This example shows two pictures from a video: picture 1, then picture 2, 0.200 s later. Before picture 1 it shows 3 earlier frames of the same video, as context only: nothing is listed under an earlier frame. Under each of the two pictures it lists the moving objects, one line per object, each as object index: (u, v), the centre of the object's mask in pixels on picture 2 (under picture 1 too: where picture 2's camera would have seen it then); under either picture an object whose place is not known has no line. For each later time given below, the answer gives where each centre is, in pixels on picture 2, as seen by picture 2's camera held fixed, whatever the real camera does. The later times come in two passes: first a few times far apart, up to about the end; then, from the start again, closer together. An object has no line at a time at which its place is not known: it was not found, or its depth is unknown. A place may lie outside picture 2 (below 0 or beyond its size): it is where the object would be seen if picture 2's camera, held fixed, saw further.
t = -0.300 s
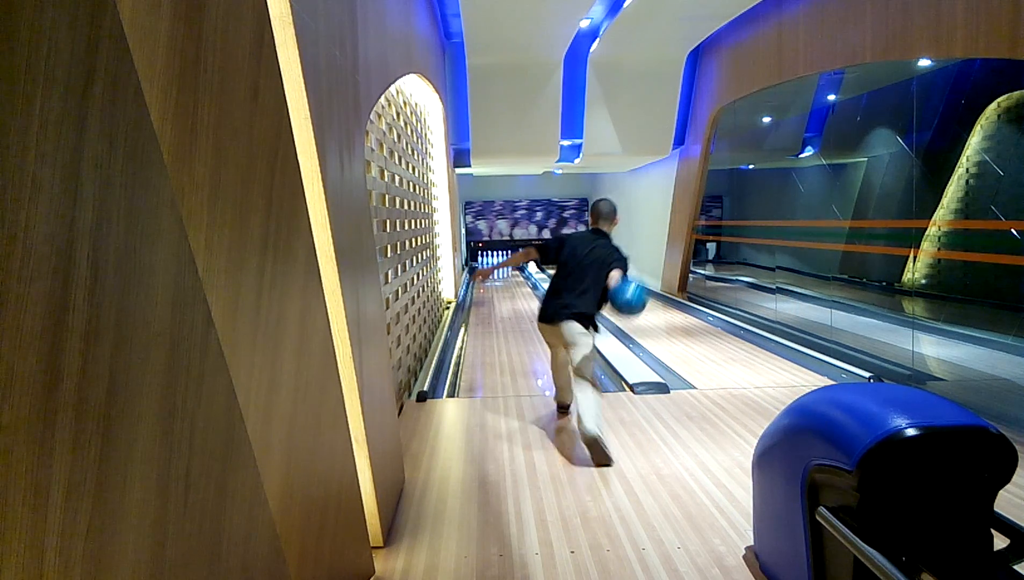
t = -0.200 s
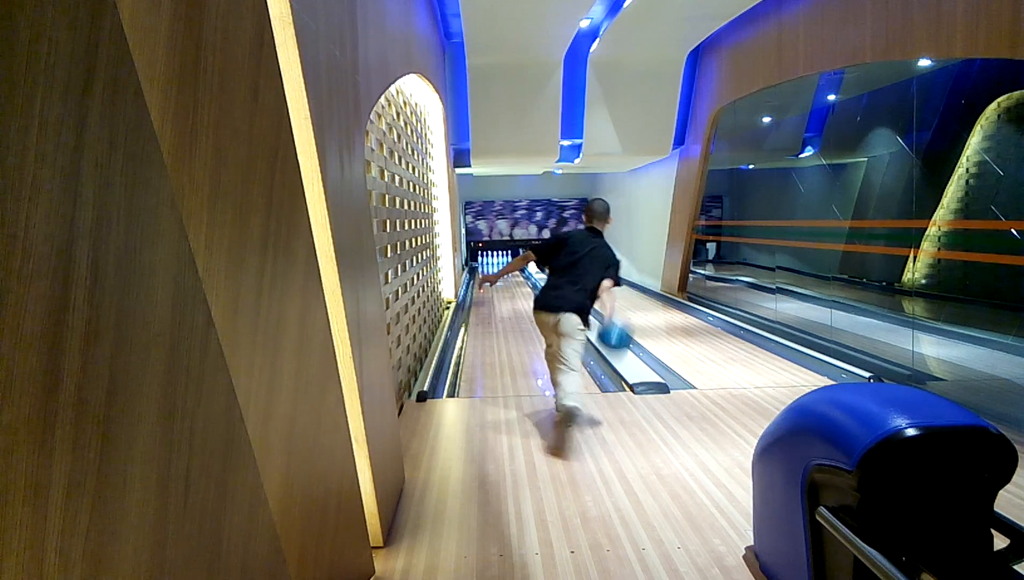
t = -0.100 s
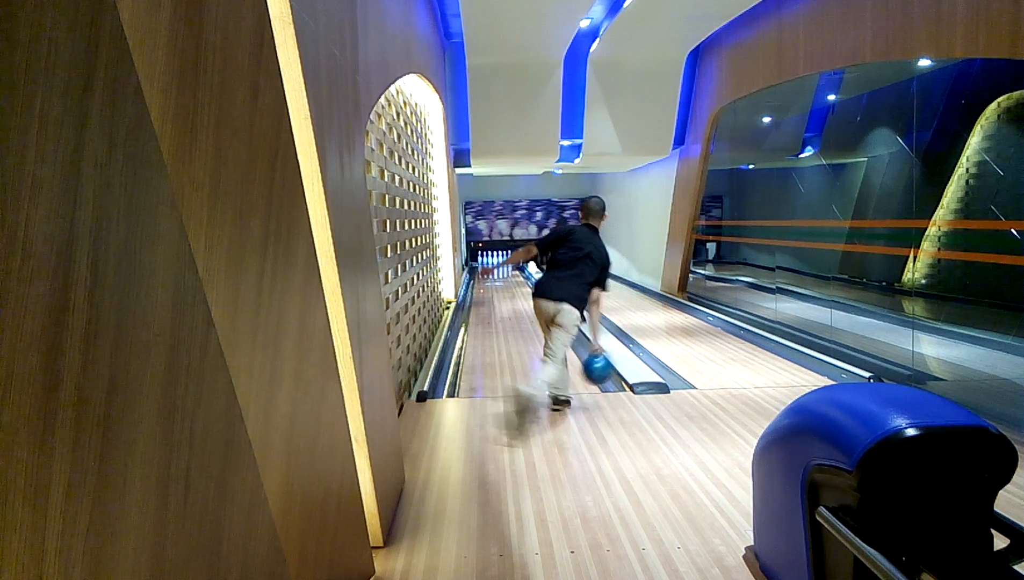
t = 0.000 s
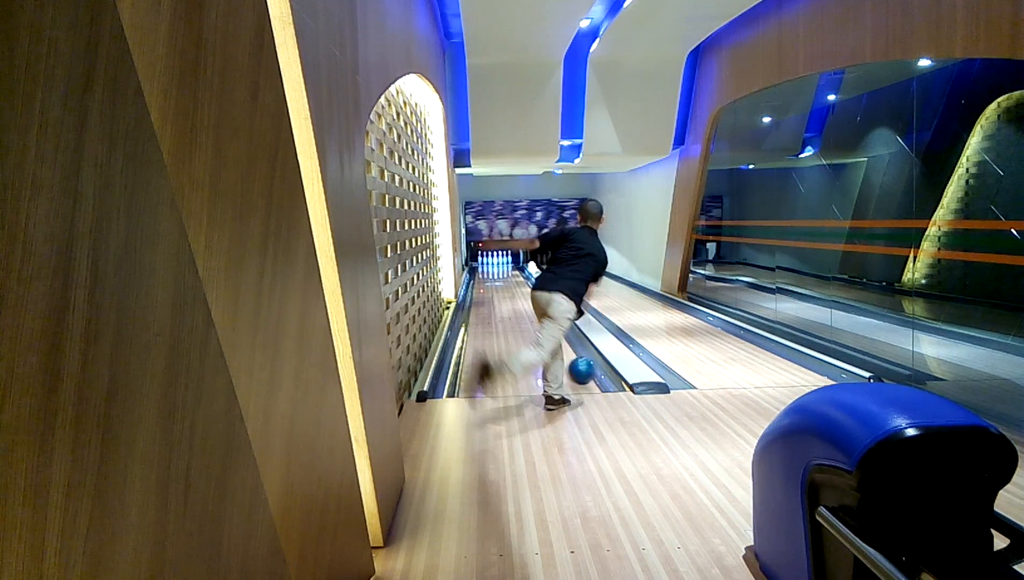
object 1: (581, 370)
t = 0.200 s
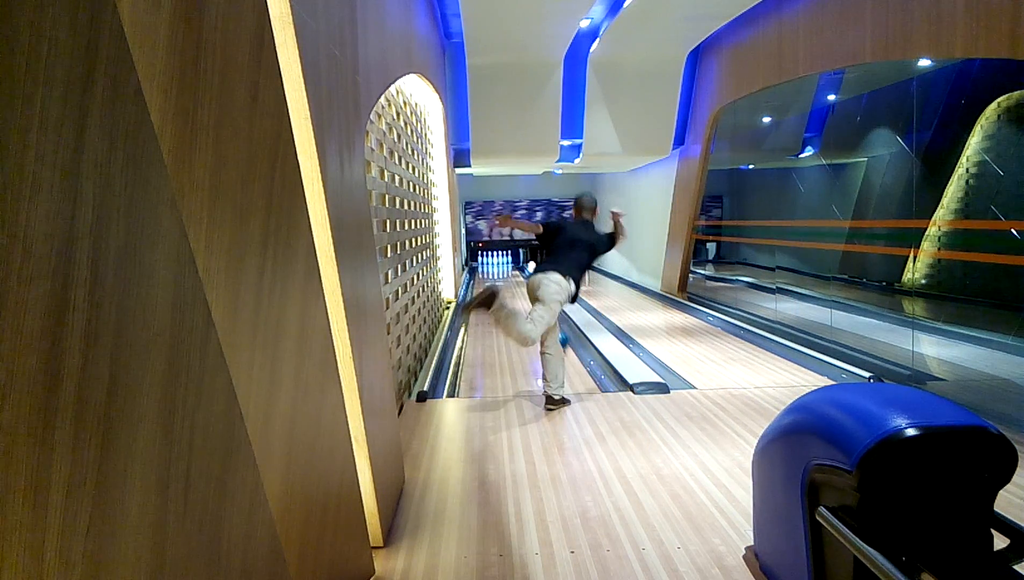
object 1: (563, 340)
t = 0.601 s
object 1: (529, 309)
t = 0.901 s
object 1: (520, 293)
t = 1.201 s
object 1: (513, 282)
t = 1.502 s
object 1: (507, 275)
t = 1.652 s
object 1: (505, 272)
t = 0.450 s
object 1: (534, 318)
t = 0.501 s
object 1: (533, 316)
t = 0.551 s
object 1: (531, 313)
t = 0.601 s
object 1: (529, 309)
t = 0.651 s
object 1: (527, 305)
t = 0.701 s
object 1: (526, 303)
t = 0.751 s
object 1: (525, 300)
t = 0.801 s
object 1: (523, 297)
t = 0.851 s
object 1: (522, 295)
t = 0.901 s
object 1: (520, 293)
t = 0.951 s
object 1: (519, 291)
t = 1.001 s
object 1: (517, 289)
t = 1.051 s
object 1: (516, 287)
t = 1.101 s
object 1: (515, 285)
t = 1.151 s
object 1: (514, 284)
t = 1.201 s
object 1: (513, 282)
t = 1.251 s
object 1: (512, 281)
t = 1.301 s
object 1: (511, 280)
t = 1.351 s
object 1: (510, 278)
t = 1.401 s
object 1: (509, 277)
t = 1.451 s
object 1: (508, 276)
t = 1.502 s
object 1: (507, 275)
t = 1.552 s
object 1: (506, 274)
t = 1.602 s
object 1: (505, 273)
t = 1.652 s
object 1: (505, 272)
